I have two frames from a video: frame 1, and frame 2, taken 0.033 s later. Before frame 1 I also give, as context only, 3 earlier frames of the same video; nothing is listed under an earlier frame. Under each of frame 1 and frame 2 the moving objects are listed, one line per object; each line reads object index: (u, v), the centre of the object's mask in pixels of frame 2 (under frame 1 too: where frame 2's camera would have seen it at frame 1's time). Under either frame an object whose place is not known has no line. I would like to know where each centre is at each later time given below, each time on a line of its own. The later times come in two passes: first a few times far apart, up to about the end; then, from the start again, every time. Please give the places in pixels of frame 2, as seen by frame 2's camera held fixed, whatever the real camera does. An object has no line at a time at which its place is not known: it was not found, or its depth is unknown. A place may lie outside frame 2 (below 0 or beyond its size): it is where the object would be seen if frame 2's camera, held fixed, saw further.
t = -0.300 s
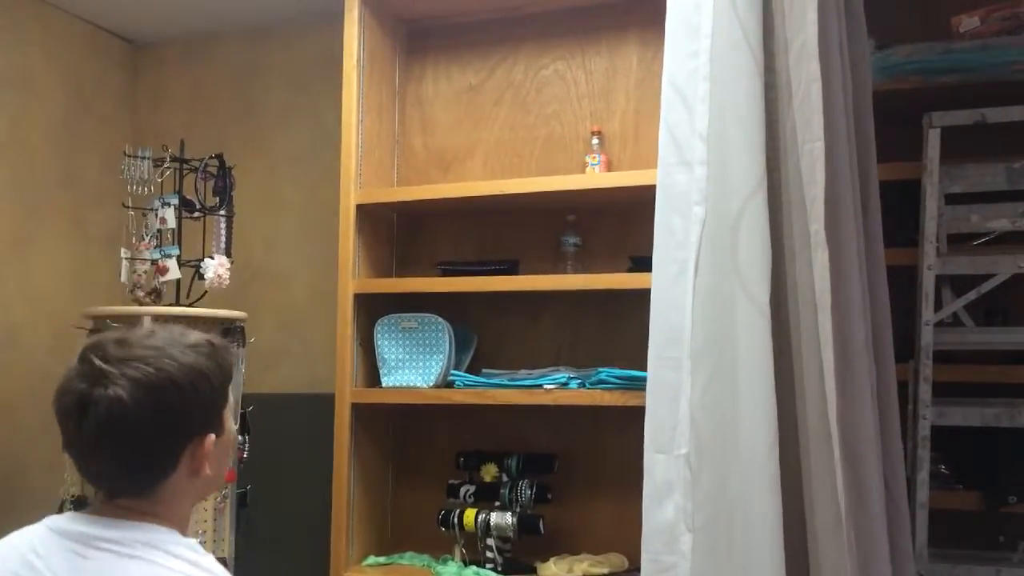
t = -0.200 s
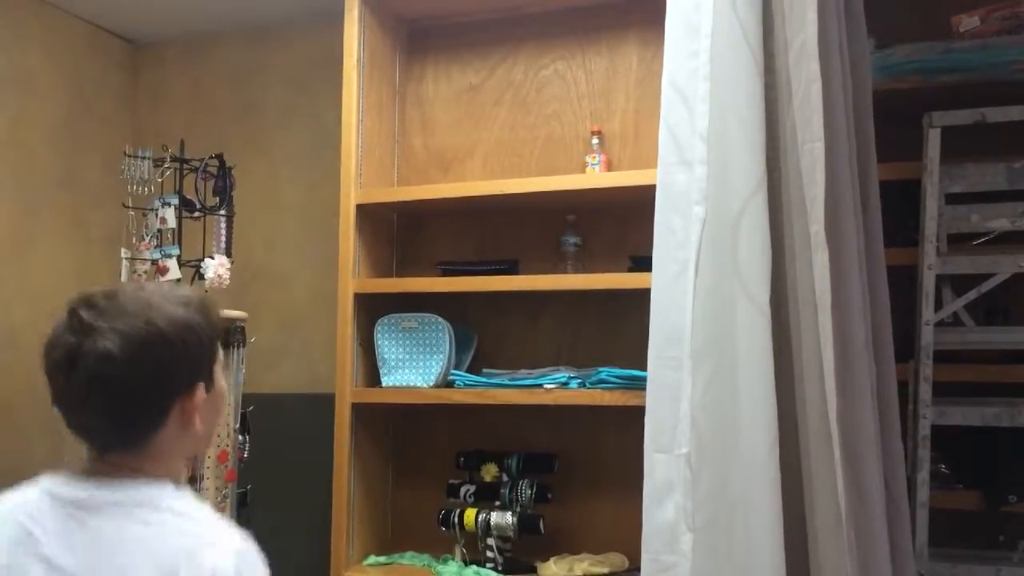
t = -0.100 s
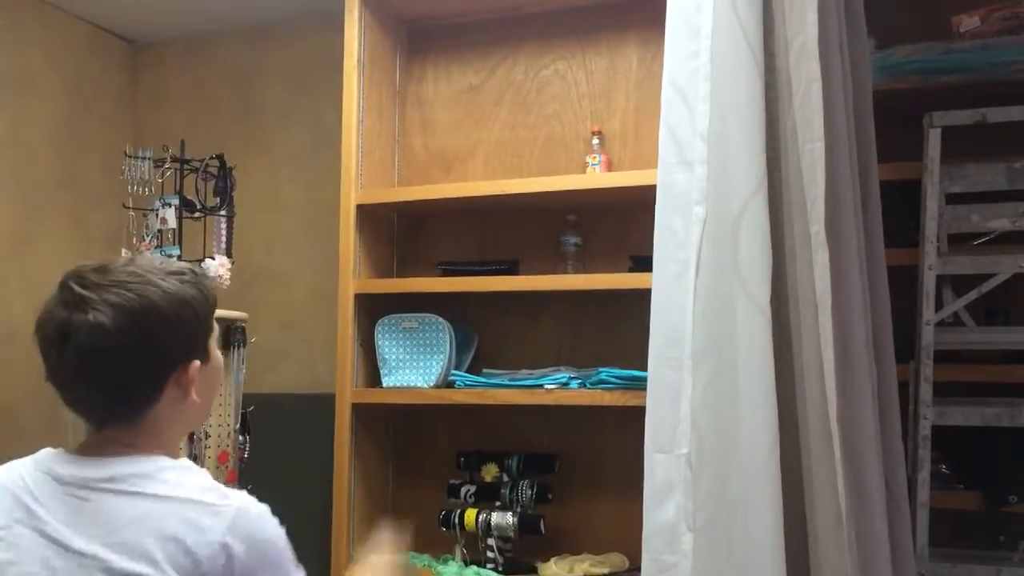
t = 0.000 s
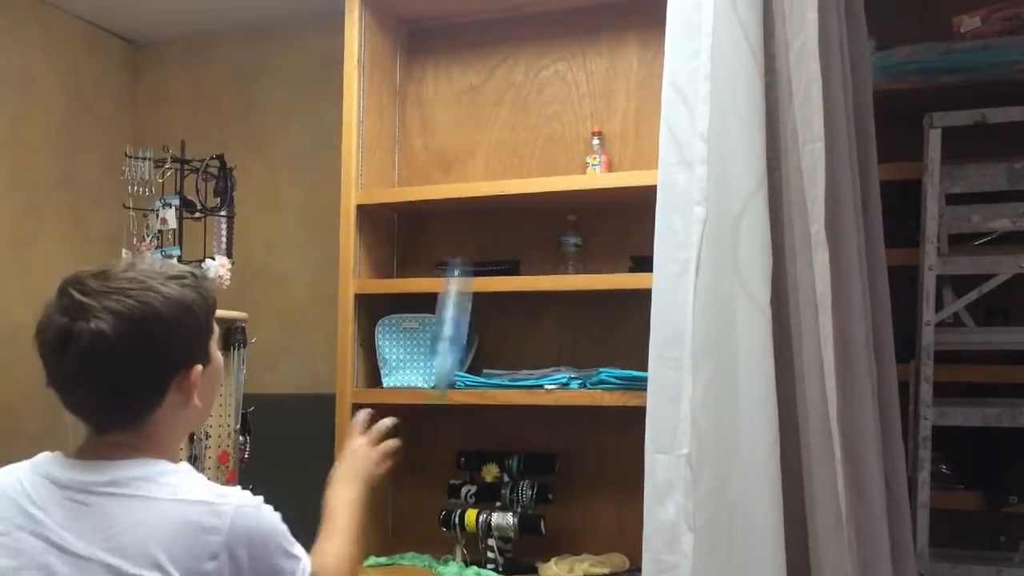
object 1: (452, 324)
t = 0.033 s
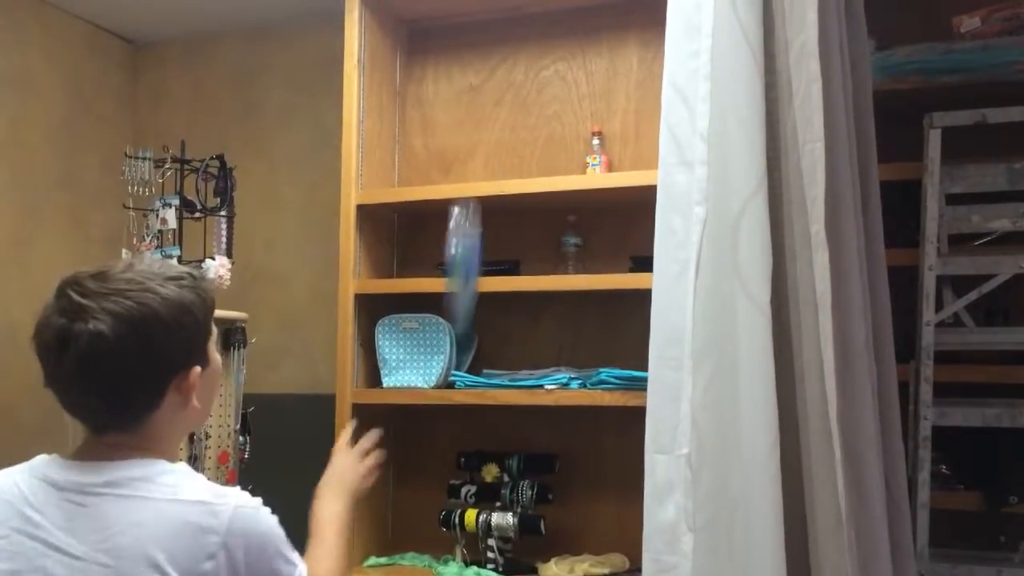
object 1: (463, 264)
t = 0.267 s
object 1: (517, 23)
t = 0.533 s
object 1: (549, 81)
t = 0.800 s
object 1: (534, 159)
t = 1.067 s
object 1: (546, 158)
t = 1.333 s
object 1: (544, 158)
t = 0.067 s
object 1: (474, 202)
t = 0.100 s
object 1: (483, 154)
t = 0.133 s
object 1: (489, 106)
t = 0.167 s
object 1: (495, 75)
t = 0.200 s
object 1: (504, 50)
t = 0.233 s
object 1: (511, 33)
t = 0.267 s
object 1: (517, 23)
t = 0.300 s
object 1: (521, 20)
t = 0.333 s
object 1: (527, 20)
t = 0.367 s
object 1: (532, 22)
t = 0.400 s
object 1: (538, 26)
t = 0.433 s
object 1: (541, 33)
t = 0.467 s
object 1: (545, 52)
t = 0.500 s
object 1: (550, 76)
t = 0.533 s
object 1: (549, 81)
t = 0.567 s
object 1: (548, 97)
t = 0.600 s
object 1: (548, 118)
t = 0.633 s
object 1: (548, 140)
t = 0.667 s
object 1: (548, 154)
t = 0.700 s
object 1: (545, 158)
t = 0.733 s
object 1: (539, 158)
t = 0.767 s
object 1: (536, 158)
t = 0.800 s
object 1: (534, 159)
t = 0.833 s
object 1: (533, 158)
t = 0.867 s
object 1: (533, 159)
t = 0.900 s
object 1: (534, 158)
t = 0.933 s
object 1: (537, 158)
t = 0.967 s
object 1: (543, 158)
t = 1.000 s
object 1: (547, 158)
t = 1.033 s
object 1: (548, 157)
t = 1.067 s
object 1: (546, 158)
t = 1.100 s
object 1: (544, 158)
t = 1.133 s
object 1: (544, 158)
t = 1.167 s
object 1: (545, 158)
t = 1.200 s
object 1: (545, 158)
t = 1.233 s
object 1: (545, 158)
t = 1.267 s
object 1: (544, 158)
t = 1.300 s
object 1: (544, 158)
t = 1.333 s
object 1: (544, 158)
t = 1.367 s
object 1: (544, 158)
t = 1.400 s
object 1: (544, 158)
